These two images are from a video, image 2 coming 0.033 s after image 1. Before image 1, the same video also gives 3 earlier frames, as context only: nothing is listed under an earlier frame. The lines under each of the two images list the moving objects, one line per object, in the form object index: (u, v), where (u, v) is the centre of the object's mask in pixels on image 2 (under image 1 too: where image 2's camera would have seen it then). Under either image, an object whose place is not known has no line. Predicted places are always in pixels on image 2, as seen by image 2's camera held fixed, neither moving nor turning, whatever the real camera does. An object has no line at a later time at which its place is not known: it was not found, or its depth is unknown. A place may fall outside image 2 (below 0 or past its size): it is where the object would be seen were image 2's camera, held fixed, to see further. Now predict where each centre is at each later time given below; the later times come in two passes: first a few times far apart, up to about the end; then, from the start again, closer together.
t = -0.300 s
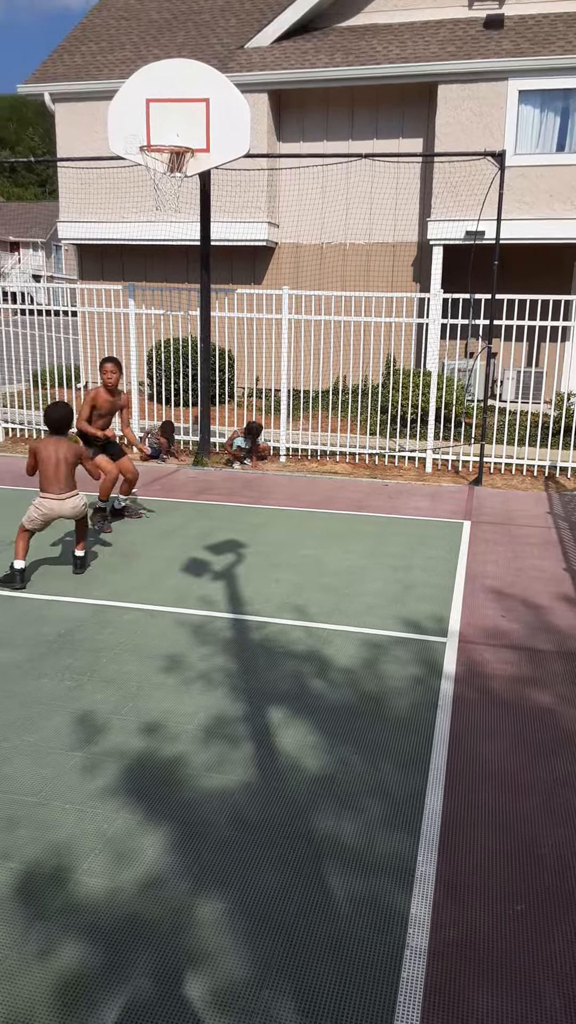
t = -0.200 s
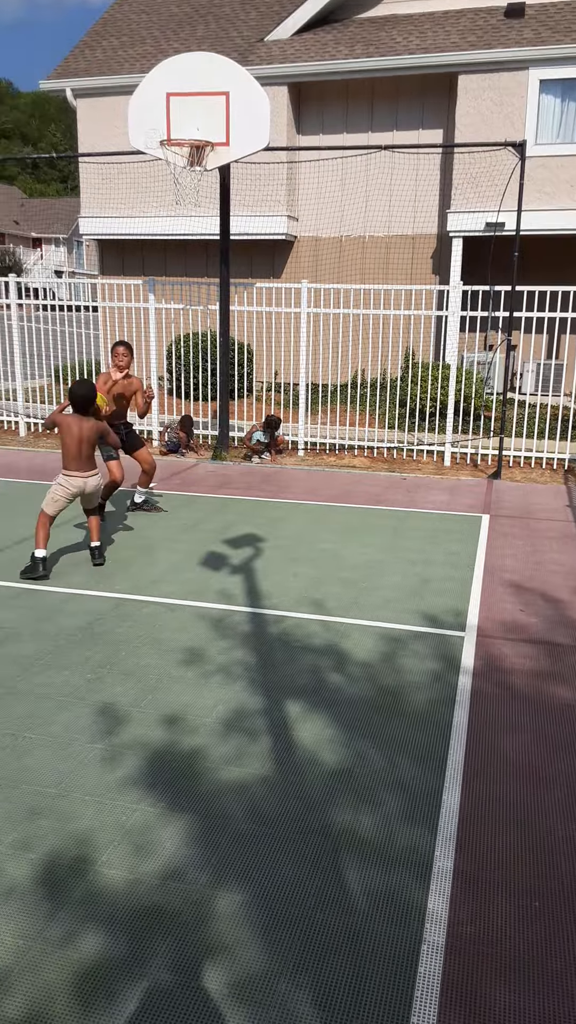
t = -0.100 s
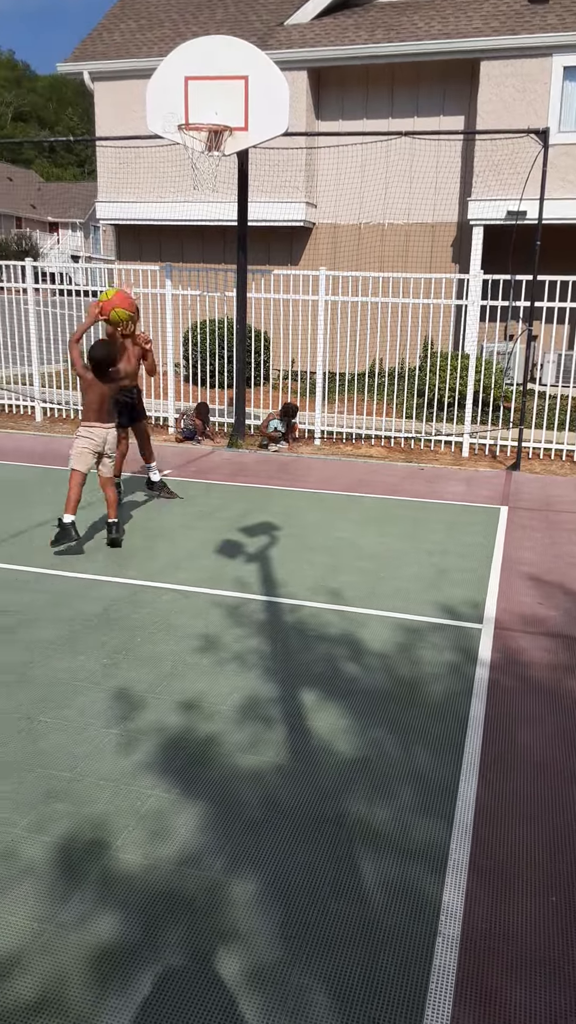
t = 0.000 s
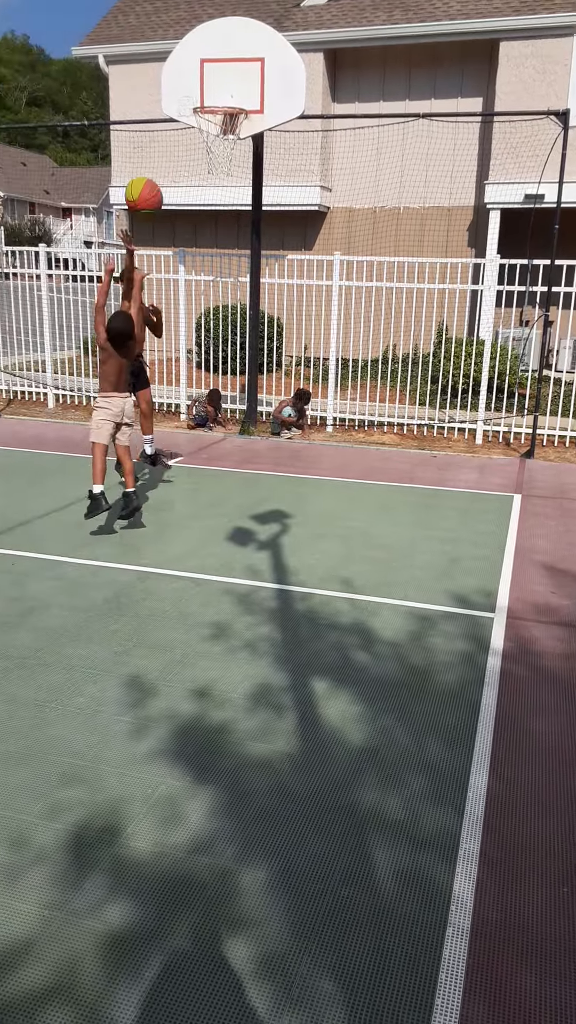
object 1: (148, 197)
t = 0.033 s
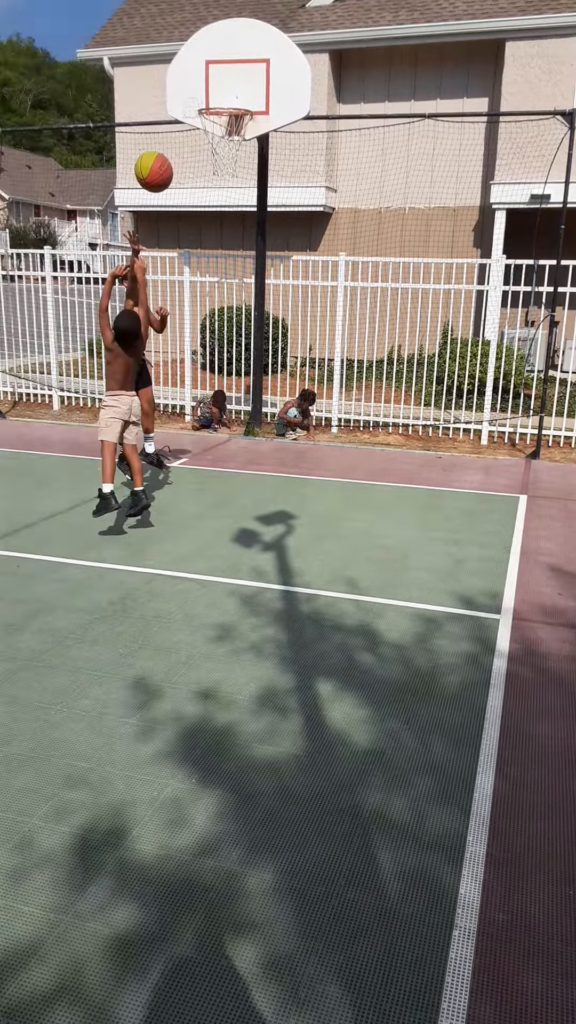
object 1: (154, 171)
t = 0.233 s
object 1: (182, 53)
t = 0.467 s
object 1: (213, 6)
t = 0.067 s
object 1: (160, 146)
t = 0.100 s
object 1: (166, 123)
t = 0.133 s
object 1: (170, 103)
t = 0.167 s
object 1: (175, 84)
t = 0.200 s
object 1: (179, 68)
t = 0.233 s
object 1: (182, 53)
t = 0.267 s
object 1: (186, 41)
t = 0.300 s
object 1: (188, 29)
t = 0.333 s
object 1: (192, 21)
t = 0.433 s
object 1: (208, 7)
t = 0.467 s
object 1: (213, 6)
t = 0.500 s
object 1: (216, 7)
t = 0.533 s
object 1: (219, 9)
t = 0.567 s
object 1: (223, 13)
